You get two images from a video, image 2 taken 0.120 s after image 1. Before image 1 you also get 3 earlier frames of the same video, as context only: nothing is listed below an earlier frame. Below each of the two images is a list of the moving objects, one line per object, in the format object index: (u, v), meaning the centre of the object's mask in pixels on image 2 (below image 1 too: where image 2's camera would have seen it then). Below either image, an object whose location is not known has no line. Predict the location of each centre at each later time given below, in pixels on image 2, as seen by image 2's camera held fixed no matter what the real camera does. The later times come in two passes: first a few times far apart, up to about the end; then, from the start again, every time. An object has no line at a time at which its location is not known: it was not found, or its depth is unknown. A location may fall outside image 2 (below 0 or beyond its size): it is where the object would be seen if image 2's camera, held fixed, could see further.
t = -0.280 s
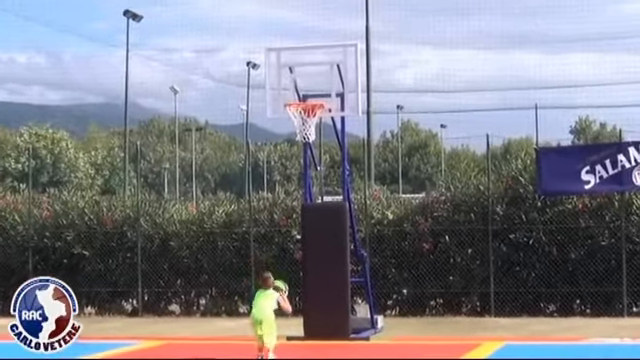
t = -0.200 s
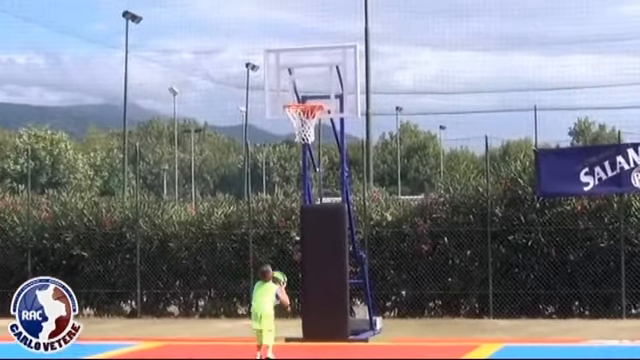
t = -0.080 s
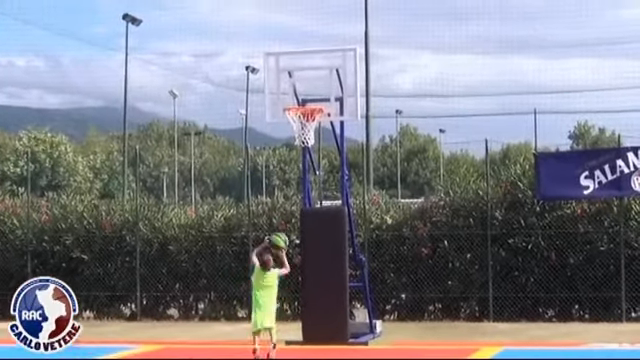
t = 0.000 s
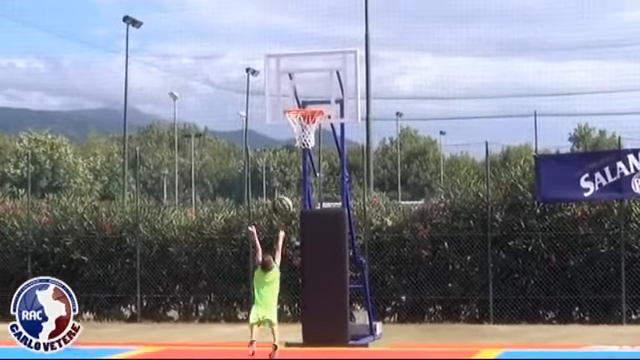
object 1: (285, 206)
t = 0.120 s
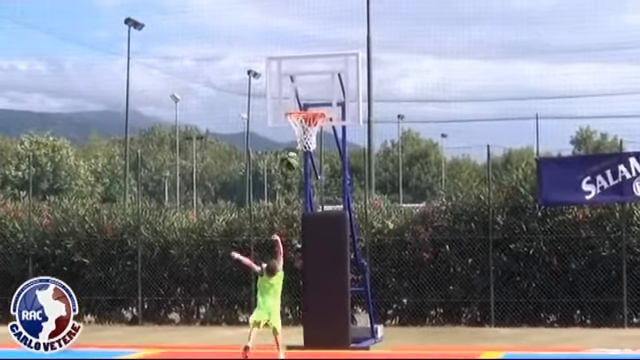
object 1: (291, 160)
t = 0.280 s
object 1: (297, 118)
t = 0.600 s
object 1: (310, 99)
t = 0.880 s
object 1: (305, 128)
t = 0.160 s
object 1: (295, 144)
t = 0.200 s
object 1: (294, 135)
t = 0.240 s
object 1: (296, 125)
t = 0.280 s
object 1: (297, 118)
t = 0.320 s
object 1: (299, 111)
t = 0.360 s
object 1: (300, 105)
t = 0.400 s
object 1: (302, 101)
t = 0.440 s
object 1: (304, 100)
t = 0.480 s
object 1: (305, 99)
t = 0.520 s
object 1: (308, 96)
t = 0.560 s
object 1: (309, 98)
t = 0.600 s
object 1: (310, 99)
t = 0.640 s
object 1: (312, 102)
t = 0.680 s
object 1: (313, 105)
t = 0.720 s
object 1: (314, 106)
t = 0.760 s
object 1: (311, 108)
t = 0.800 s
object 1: (307, 119)
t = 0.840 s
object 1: (308, 123)
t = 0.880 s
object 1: (305, 128)
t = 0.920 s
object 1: (301, 131)
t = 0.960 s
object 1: (297, 134)
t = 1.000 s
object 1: (297, 136)
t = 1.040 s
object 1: (296, 139)
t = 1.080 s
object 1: (294, 140)
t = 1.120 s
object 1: (292, 145)
